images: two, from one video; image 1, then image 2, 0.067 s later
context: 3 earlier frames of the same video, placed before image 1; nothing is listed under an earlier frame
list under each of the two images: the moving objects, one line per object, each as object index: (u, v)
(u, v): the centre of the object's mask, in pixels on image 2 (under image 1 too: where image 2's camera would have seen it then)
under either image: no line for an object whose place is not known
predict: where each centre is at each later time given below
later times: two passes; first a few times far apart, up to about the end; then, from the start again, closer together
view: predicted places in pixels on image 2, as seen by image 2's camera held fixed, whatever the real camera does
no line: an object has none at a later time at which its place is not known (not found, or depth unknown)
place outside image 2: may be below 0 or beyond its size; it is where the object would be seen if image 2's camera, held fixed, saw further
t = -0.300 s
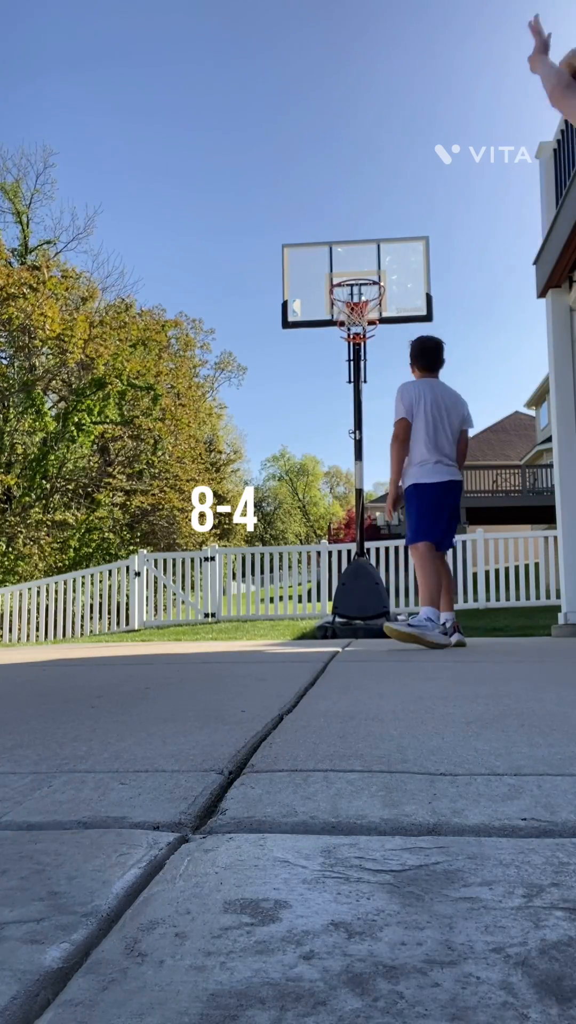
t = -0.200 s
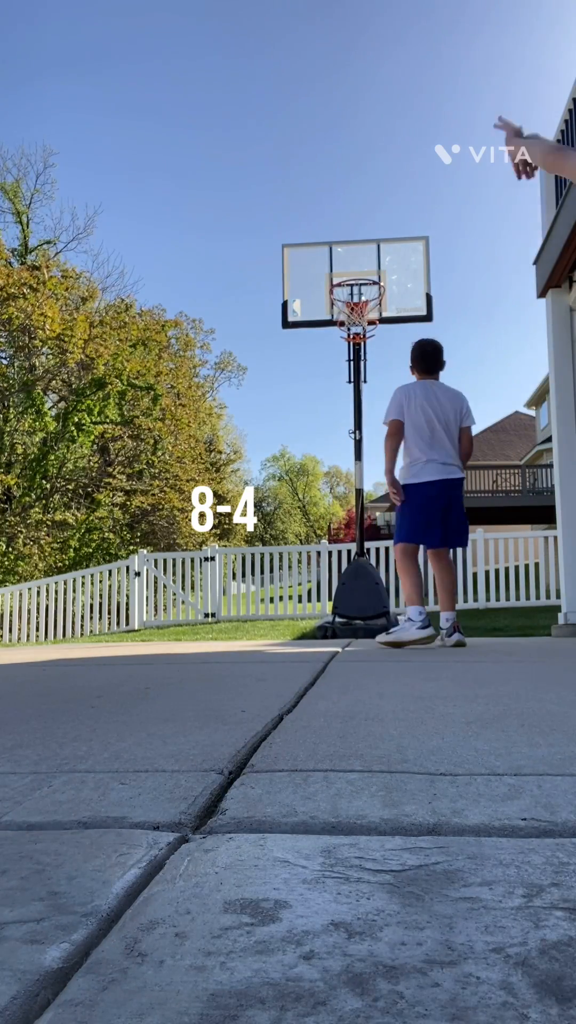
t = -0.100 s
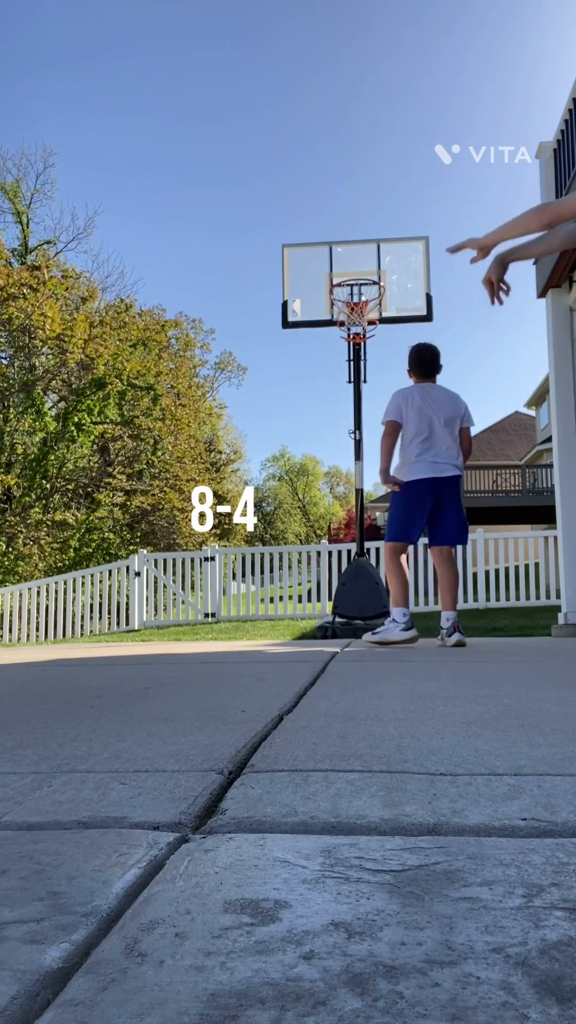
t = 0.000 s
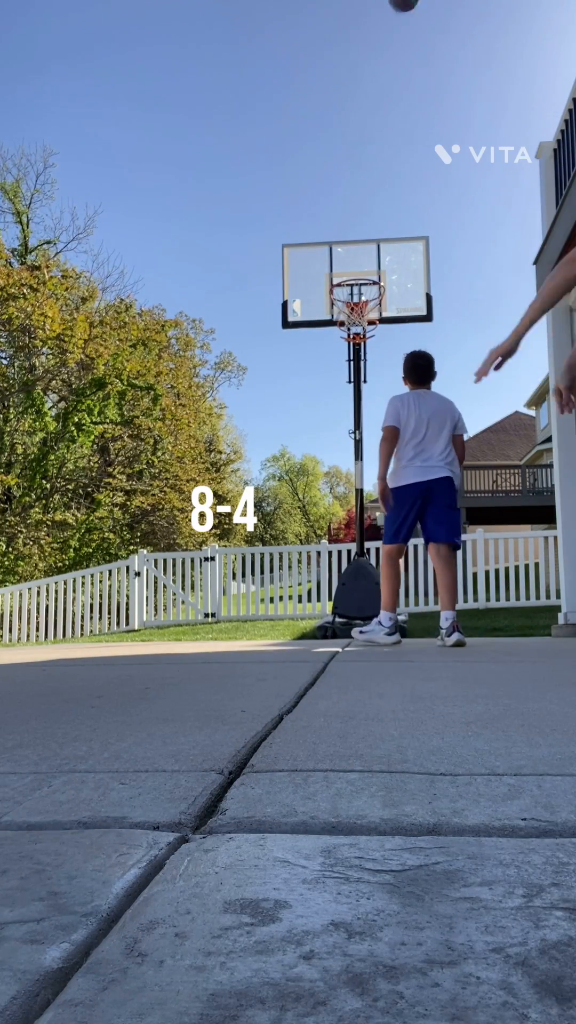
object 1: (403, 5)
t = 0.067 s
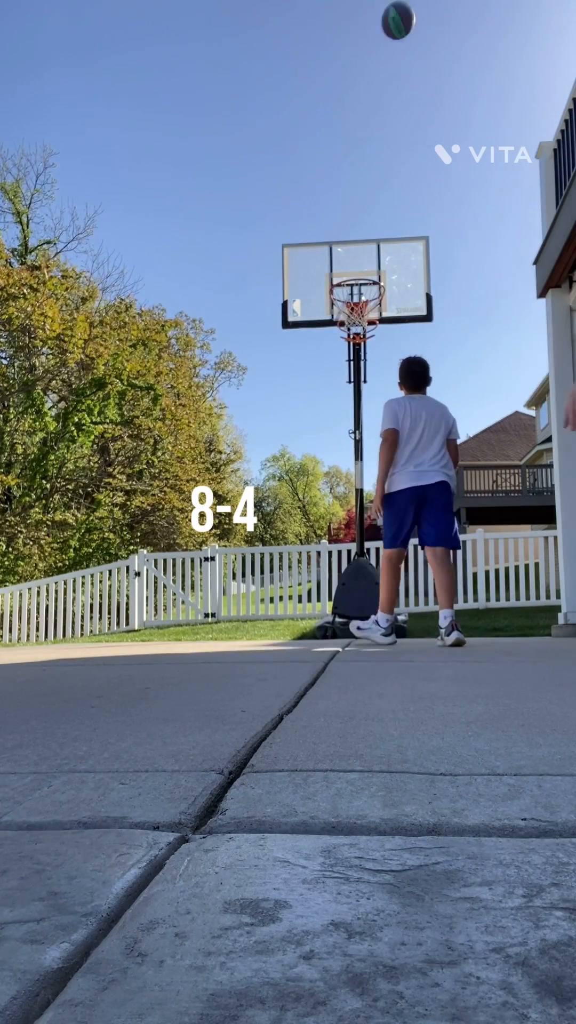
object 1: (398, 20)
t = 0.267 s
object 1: (382, 122)
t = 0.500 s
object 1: (369, 267)
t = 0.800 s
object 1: (306, 203)
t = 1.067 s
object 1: (234, 186)
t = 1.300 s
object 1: (157, 247)
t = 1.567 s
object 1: (43, 441)
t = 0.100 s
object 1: (395, 35)
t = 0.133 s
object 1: (392, 52)
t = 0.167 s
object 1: (390, 68)
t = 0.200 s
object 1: (387, 86)
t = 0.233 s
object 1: (385, 104)
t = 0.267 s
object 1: (382, 122)
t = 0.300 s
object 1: (380, 142)
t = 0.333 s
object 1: (378, 161)
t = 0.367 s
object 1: (376, 181)
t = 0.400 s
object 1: (374, 202)
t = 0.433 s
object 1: (373, 223)
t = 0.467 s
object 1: (371, 245)
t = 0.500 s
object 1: (369, 267)
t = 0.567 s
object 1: (361, 276)
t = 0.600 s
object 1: (354, 264)
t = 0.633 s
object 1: (346, 252)
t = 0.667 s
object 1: (339, 240)
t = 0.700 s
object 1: (331, 230)
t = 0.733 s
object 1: (323, 220)
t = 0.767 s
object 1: (315, 211)
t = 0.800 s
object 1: (306, 203)
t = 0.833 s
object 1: (298, 197)
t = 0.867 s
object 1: (290, 191)
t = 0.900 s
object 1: (281, 187)
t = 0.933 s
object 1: (272, 184)
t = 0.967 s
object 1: (263, 183)
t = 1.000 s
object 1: (253, 183)
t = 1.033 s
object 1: (244, 184)
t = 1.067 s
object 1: (234, 186)
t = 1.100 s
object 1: (224, 190)
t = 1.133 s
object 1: (213, 195)
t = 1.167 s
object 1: (203, 202)
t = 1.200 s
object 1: (192, 211)
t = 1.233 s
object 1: (181, 221)
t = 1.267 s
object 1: (169, 233)
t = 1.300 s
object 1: (157, 247)
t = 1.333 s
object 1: (145, 263)
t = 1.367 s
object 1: (132, 281)
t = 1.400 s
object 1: (118, 301)
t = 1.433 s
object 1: (105, 323)
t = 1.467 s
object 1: (90, 349)
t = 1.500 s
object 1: (75, 376)
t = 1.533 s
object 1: (59, 407)
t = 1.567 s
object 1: (43, 441)
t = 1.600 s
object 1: (25, 478)
